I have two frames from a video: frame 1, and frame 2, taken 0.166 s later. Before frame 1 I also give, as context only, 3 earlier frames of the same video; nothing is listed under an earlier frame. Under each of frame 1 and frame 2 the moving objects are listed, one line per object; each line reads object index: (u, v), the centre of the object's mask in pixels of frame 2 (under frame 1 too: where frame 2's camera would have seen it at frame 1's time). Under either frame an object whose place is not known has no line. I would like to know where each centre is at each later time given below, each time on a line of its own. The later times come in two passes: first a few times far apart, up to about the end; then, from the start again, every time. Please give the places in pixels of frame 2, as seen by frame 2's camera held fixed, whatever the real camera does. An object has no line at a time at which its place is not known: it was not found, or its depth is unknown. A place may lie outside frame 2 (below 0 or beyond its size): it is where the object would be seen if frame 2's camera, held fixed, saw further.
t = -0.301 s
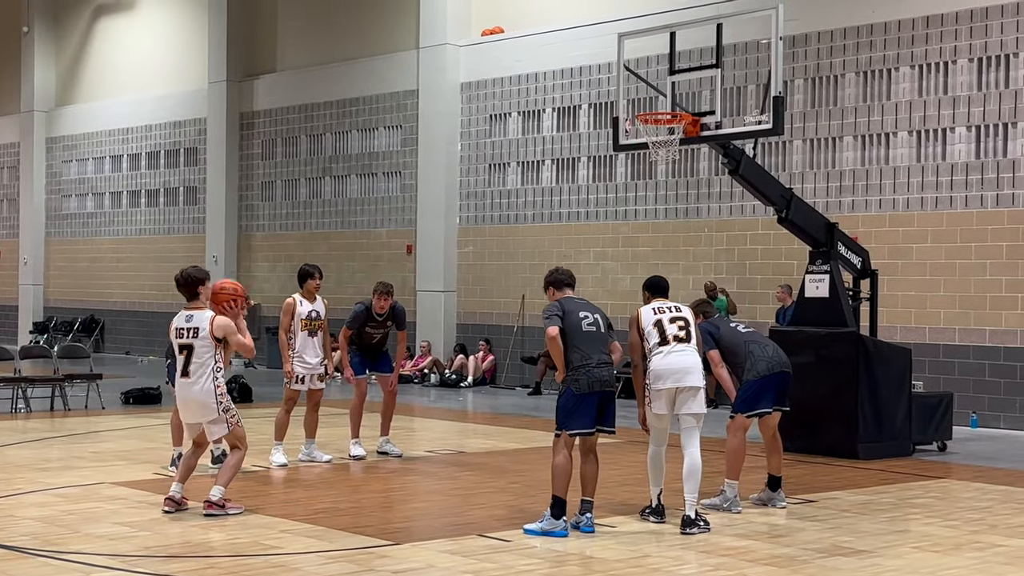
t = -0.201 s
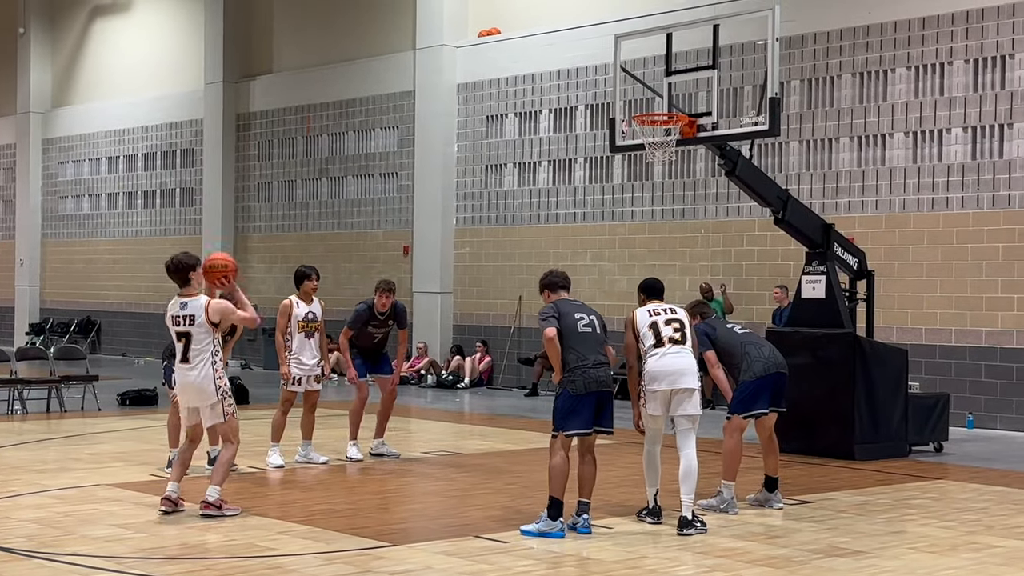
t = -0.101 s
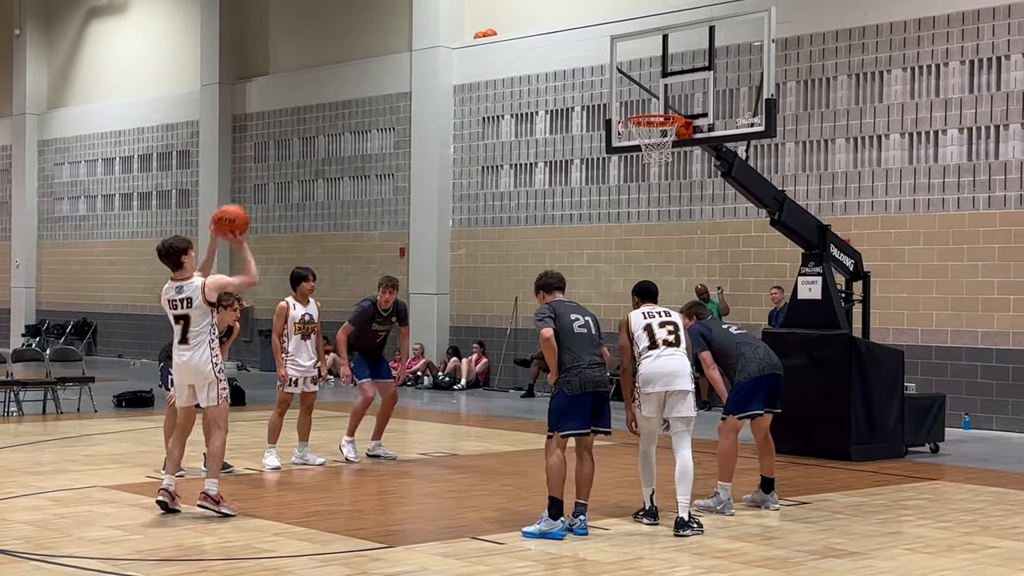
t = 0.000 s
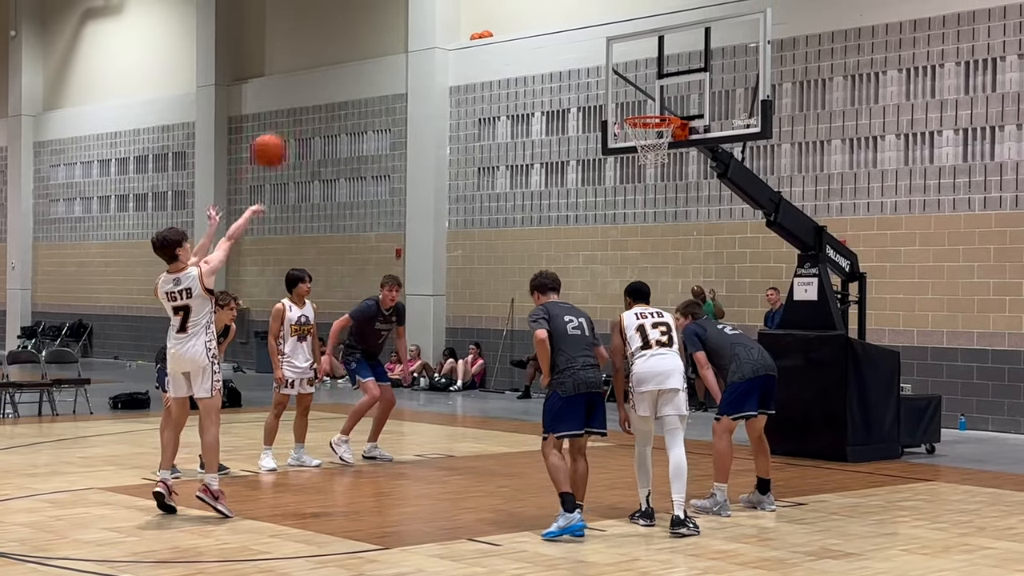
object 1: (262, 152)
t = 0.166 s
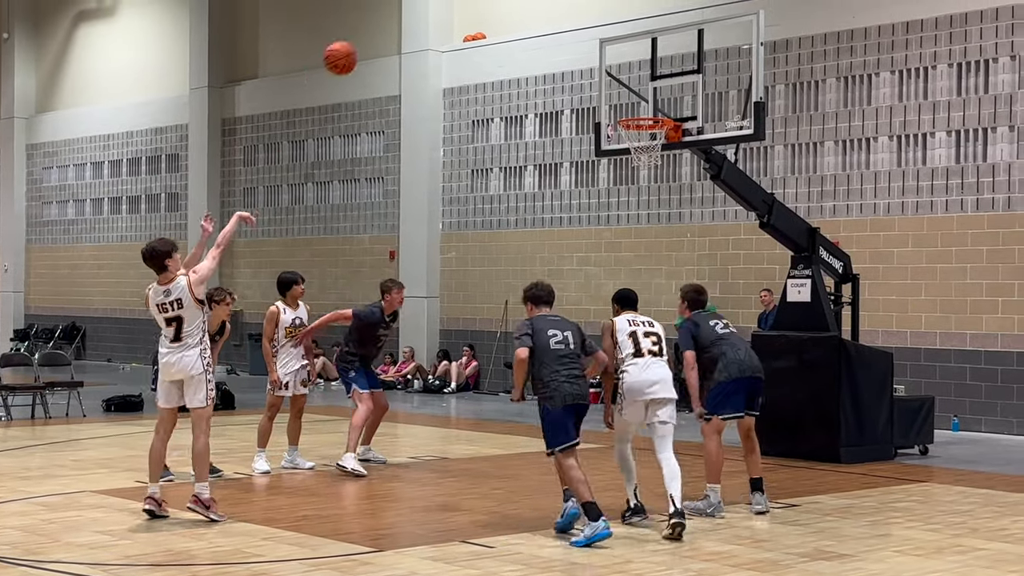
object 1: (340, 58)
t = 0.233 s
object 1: (369, 33)
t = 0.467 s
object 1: (465, 2)
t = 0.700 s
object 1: (551, 20)
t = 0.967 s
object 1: (628, 106)
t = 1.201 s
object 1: (609, 65)
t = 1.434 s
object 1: (586, 90)
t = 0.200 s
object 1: (355, 44)
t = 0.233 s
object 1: (369, 33)
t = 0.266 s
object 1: (384, 22)
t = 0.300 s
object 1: (398, 14)
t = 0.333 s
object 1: (412, 9)
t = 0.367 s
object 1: (426, 6)
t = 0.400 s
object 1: (439, 4)
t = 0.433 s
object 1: (452, 3)
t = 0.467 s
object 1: (465, 2)
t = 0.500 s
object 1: (478, 1)
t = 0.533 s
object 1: (491, 2)
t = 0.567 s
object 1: (503, 2)
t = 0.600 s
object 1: (515, 4)
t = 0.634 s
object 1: (527, 7)
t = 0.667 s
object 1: (539, 12)
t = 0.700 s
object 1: (551, 20)
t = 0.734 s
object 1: (562, 29)
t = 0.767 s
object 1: (574, 39)
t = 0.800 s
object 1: (585, 51)
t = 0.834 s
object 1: (596, 63)
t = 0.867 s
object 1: (607, 76)
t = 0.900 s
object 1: (617, 90)
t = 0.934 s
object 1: (628, 107)
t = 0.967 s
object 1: (628, 106)
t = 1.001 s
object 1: (626, 96)
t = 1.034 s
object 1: (624, 88)
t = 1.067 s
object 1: (620, 82)
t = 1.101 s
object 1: (617, 75)
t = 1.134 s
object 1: (615, 70)
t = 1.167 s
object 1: (611, 67)
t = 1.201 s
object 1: (609, 65)
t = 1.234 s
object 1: (606, 64)
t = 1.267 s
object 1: (603, 65)
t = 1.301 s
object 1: (599, 67)
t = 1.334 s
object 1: (596, 70)
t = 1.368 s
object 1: (593, 75)
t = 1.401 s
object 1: (590, 82)
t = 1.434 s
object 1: (586, 90)
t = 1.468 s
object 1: (583, 99)
